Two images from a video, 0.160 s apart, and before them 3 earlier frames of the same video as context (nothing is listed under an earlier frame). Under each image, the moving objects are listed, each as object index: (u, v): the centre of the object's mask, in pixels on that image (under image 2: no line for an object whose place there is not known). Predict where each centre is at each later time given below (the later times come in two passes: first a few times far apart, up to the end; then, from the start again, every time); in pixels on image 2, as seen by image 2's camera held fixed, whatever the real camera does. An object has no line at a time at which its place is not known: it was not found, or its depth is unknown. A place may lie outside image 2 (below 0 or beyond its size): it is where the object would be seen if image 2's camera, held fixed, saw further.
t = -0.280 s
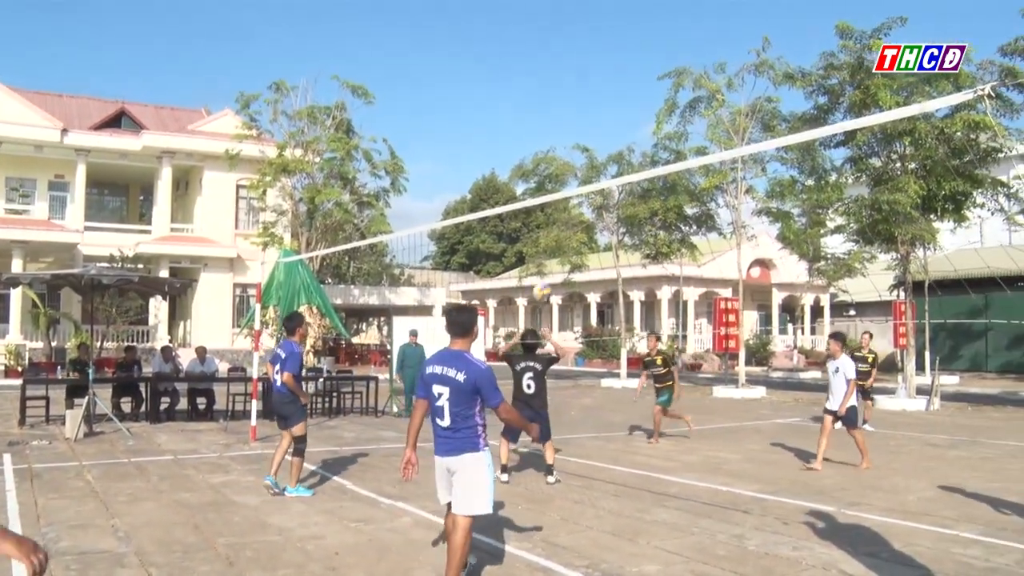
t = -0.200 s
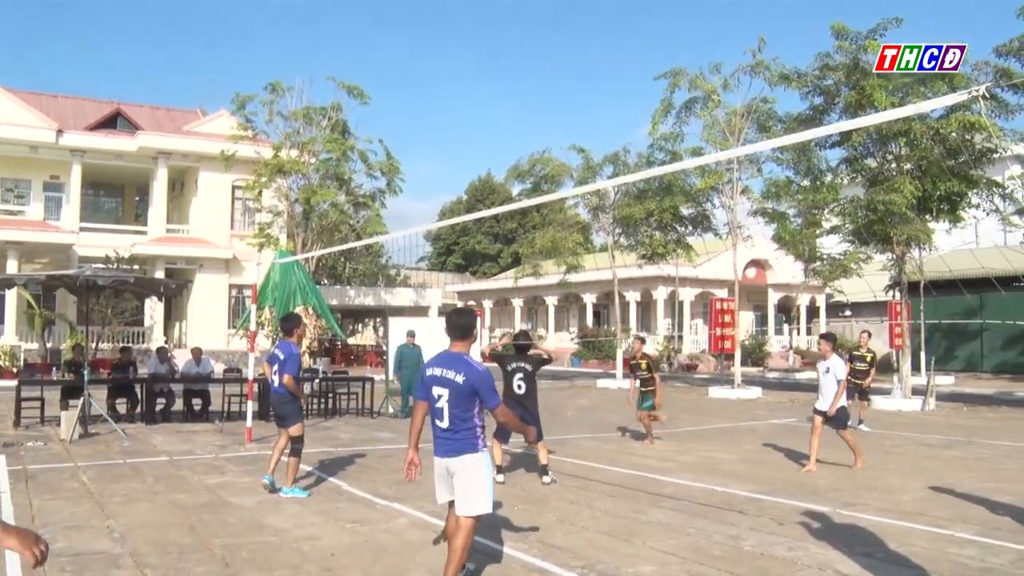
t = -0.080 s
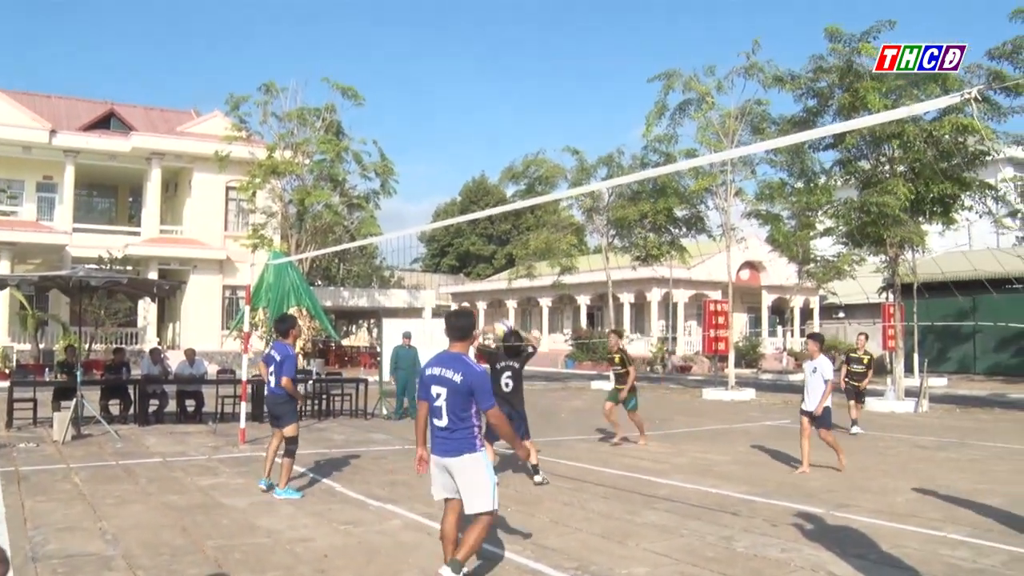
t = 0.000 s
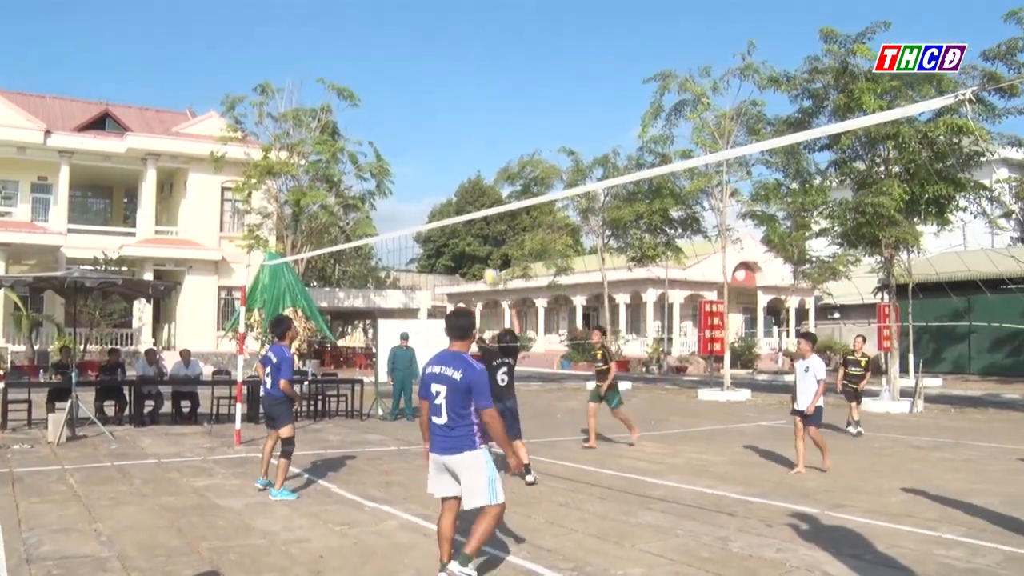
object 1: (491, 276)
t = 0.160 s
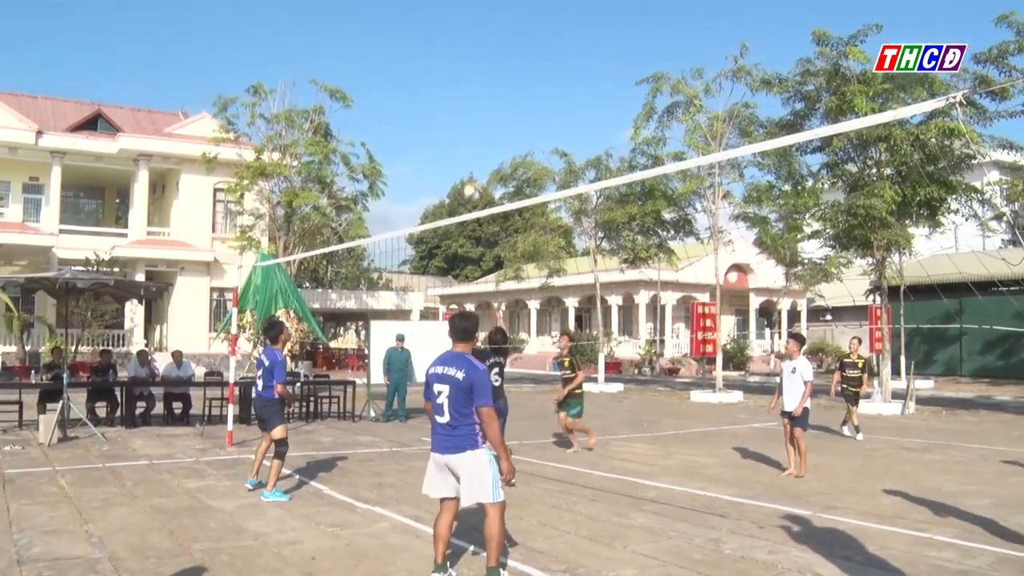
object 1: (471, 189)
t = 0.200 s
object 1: (470, 174)
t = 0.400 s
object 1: (457, 110)
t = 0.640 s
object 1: (443, 81)
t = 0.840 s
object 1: (432, 93)
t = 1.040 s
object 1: (421, 137)
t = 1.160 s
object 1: (415, 178)
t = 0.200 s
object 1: (470, 174)
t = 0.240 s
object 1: (467, 159)
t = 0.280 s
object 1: (465, 144)
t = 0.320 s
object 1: (462, 132)
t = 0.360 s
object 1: (460, 120)
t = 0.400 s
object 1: (457, 110)
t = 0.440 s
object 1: (455, 102)
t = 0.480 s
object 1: (453, 95)
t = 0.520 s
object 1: (450, 89)
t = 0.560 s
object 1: (448, 85)
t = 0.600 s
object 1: (445, 83)
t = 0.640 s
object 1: (443, 81)
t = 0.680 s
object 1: (441, 80)
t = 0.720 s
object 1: (439, 82)
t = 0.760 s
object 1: (436, 84)
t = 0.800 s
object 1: (434, 89)
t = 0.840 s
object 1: (432, 93)
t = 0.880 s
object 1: (430, 99)
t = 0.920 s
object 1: (427, 108)
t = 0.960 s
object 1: (426, 116)
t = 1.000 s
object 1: (423, 127)
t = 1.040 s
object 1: (421, 137)
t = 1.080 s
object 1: (419, 150)
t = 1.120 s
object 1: (418, 163)
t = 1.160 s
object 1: (415, 178)
